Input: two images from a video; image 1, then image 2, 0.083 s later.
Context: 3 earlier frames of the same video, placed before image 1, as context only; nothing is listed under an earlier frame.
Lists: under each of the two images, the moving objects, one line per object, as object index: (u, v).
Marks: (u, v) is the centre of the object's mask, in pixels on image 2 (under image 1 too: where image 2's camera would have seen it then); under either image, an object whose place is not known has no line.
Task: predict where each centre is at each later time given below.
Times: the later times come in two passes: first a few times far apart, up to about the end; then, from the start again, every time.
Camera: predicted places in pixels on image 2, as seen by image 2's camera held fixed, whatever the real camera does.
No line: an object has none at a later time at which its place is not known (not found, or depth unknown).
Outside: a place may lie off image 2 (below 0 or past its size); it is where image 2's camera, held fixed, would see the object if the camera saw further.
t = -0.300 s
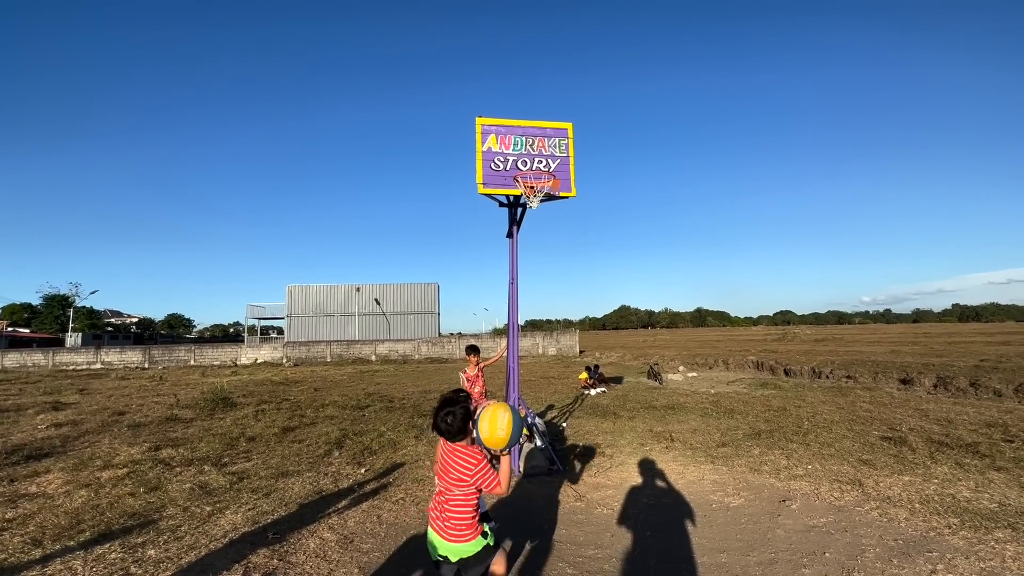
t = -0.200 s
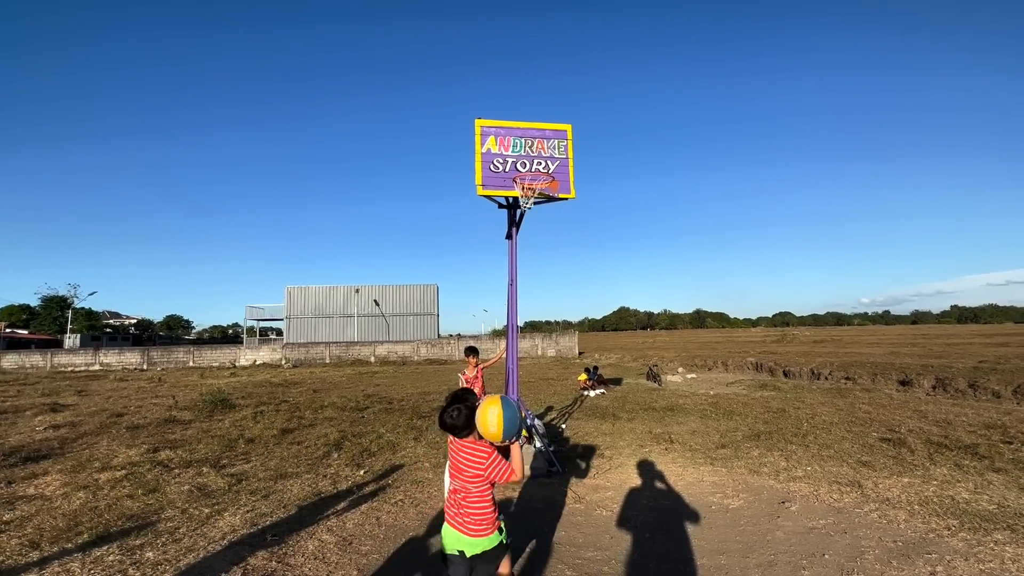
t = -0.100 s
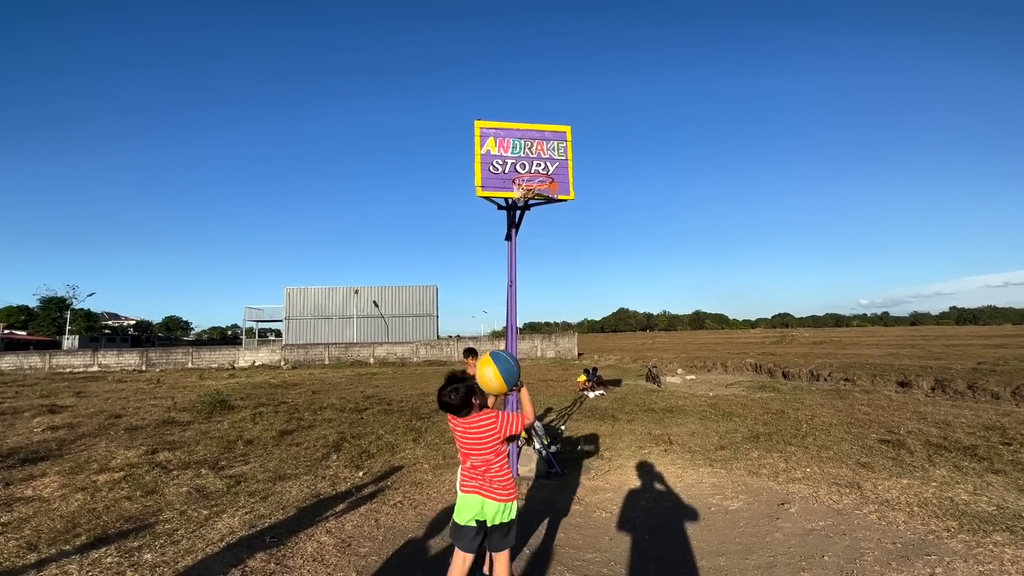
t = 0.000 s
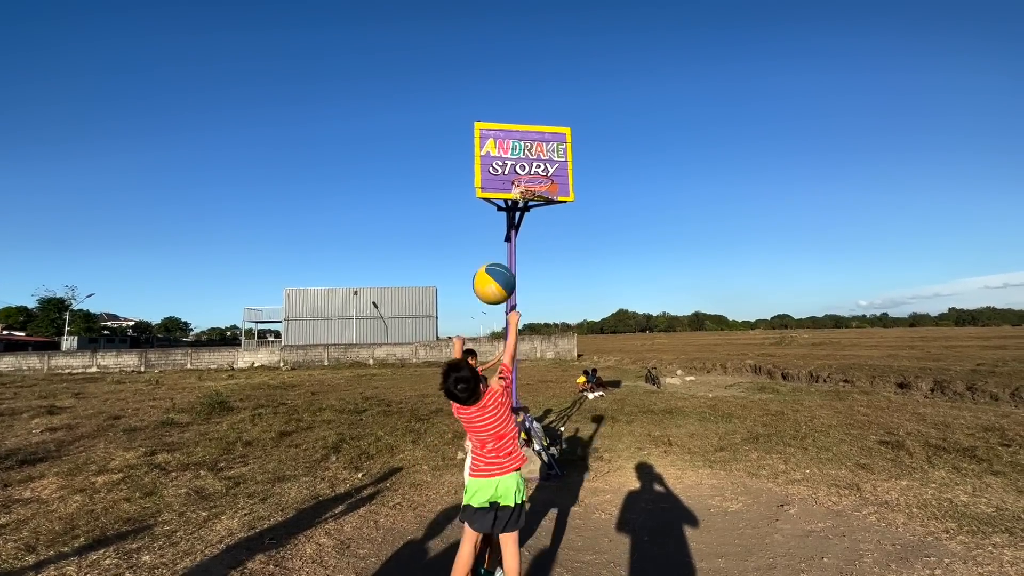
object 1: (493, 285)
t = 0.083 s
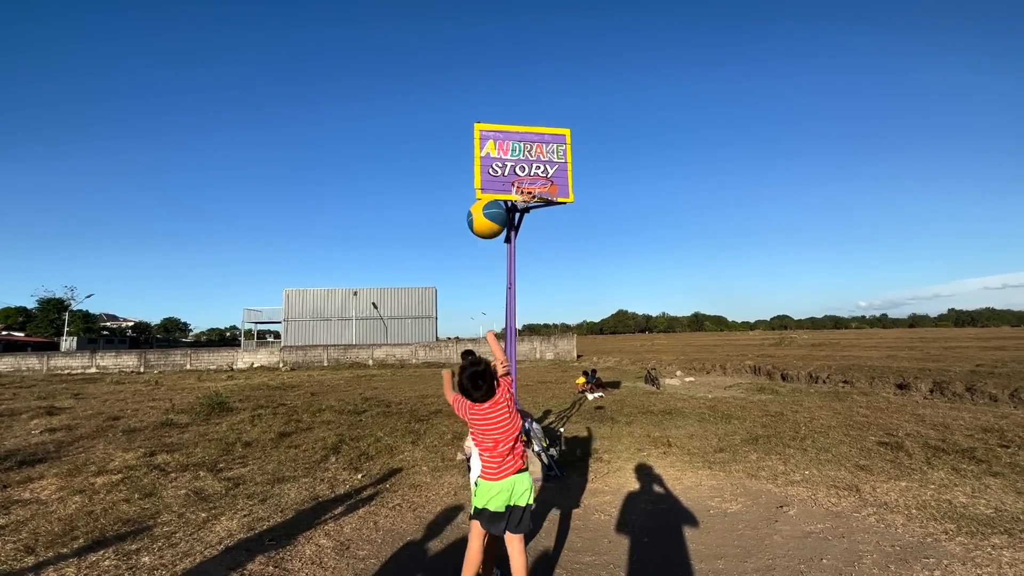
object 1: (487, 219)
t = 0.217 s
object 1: (477, 148)
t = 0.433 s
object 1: (463, 106)
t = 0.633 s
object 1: (451, 122)
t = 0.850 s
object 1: (438, 190)
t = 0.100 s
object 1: (486, 208)
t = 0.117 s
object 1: (485, 197)
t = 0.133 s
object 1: (483, 188)
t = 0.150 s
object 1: (482, 179)
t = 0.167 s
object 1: (481, 170)
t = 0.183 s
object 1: (480, 162)
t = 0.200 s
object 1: (478, 155)
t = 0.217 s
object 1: (477, 148)
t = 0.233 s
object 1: (476, 143)
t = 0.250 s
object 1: (475, 137)
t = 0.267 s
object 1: (474, 132)
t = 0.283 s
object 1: (473, 128)
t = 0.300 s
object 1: (472, 124)
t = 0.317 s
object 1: (470, 120)
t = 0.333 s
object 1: (469, 117)
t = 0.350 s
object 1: (468, 114)
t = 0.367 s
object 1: (468, 112)
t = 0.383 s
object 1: (466, 110)
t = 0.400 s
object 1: (465, 108)
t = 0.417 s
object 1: (464, 107)
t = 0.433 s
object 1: (463, 106)
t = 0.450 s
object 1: (462, 105)
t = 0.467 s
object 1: (461, 105)
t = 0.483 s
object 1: (460, 105)
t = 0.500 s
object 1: (459, 106)
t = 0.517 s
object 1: (458, 107)
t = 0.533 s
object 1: (457, 108)
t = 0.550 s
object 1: (456, 109)
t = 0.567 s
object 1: (455, 111)
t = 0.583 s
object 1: (454, 113)
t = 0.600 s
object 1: (453, 116)
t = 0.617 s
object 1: (452, 119)
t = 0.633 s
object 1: (451, 122)
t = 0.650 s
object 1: (450, 125)
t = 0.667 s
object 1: (449, 129)
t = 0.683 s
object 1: (448, 133)
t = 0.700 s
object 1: (447, 138)
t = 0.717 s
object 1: (446, 142)
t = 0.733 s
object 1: (445, 147)
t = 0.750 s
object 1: (444, 153)
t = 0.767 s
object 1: (443, 158)
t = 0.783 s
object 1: (442, 164)
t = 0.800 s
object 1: (441, 170)
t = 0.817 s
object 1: (440, 176)
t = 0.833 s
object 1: (439, 183)
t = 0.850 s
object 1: (438, 190)
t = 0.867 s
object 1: (437, 197)
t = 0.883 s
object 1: (436, 205)
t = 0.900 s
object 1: (436, 213)
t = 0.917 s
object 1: (435, 221)
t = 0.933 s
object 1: (434, 230)
